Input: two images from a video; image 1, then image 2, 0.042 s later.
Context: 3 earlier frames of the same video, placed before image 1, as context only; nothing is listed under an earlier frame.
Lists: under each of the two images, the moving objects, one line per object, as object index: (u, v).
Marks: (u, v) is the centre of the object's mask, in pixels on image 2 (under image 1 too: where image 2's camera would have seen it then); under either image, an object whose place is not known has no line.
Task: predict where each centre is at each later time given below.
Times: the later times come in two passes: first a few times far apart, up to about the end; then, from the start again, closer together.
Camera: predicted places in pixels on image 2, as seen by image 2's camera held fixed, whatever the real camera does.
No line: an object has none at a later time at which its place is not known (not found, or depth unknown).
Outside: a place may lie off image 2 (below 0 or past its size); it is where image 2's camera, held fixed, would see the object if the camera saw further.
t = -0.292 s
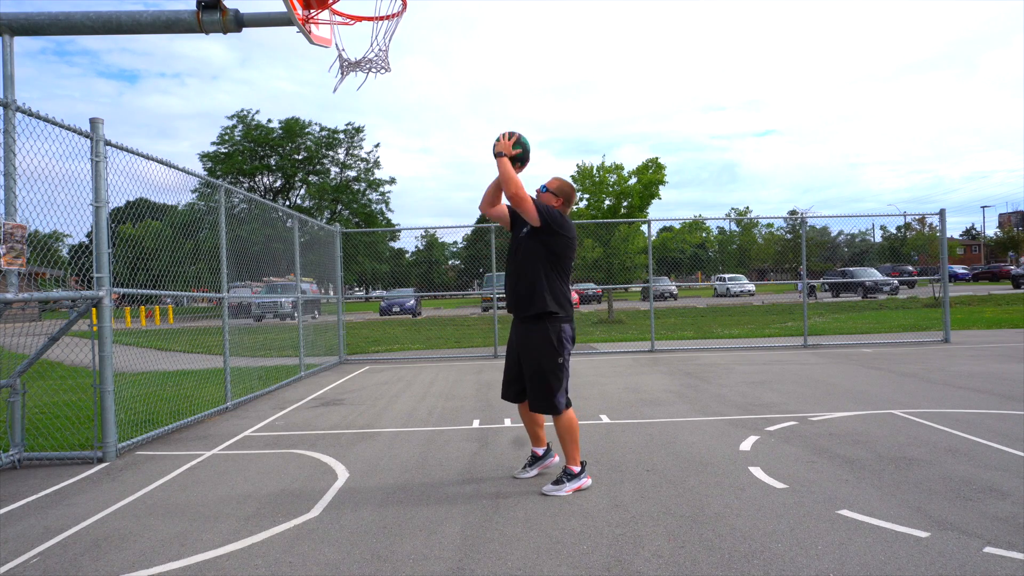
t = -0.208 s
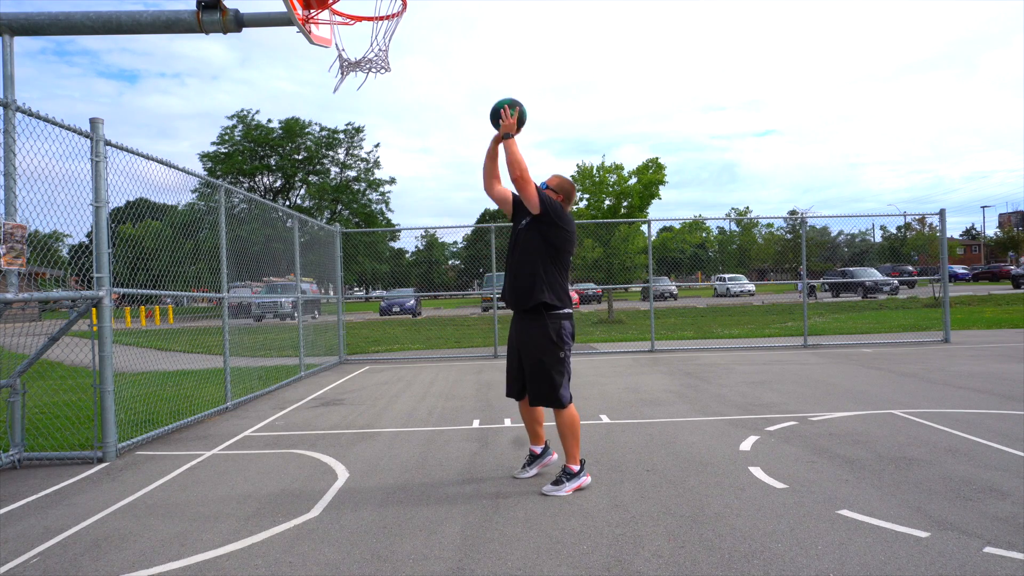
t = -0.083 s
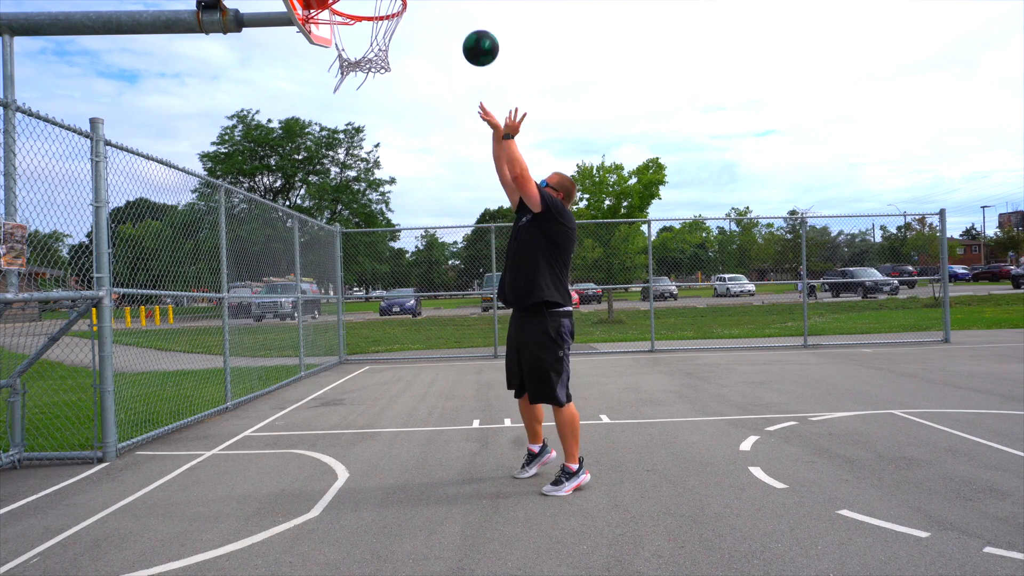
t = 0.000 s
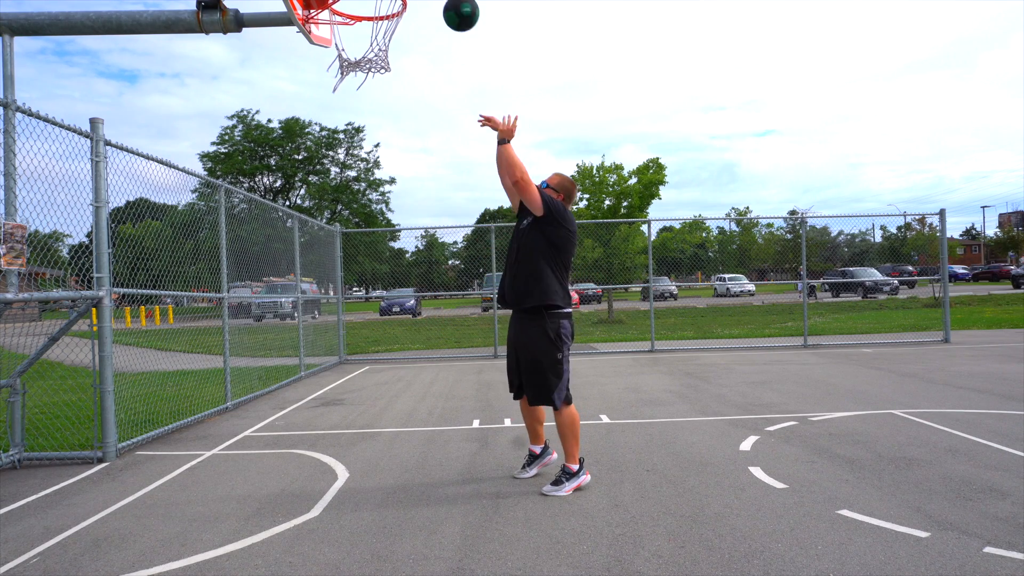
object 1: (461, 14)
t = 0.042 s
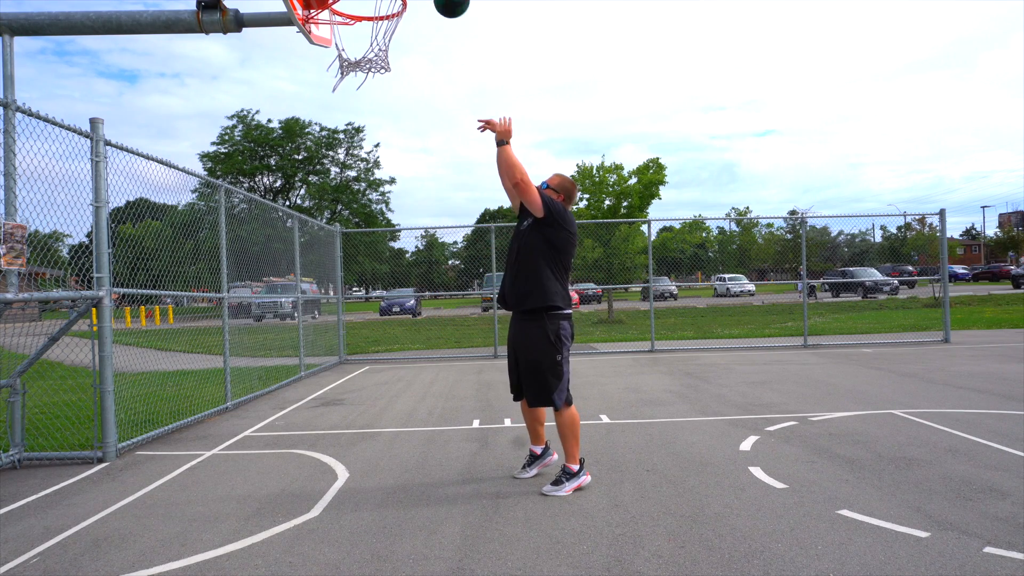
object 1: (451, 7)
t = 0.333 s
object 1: (387, 0)
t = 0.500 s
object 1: (350, 32)
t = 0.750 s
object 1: (369, 54)
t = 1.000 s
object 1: (396, 92)
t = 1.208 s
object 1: (416, 194)
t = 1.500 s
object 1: (450, 484)
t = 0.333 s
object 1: (387, 0)
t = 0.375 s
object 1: (377, 4)
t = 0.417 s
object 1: (368, 9)
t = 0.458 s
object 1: (358, 16)
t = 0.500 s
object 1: (350, 32)
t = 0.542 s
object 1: (342, 43)
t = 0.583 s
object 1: (341, 47)
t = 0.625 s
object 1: (349, 47)
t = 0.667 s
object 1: (356, 49)
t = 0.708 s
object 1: (363, 51)
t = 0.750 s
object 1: (369, 54)
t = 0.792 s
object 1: (376, 58)
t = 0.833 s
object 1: (381, 66)
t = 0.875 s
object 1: (385, 73)
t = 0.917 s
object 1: (389, 75)
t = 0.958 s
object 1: (393, 82)
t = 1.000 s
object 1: (396, 92)
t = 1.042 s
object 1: (400, 106)
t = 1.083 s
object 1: (404, 123)
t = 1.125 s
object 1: (408, 143)
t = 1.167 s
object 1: (412, 167)
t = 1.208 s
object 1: (416, 194)
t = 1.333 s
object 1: (429, 296)
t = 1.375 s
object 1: (434, 337)
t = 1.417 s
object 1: (440, 383)
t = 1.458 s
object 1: (445, 432)
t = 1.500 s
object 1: (450, 484)
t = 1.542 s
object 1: (451, 461)
